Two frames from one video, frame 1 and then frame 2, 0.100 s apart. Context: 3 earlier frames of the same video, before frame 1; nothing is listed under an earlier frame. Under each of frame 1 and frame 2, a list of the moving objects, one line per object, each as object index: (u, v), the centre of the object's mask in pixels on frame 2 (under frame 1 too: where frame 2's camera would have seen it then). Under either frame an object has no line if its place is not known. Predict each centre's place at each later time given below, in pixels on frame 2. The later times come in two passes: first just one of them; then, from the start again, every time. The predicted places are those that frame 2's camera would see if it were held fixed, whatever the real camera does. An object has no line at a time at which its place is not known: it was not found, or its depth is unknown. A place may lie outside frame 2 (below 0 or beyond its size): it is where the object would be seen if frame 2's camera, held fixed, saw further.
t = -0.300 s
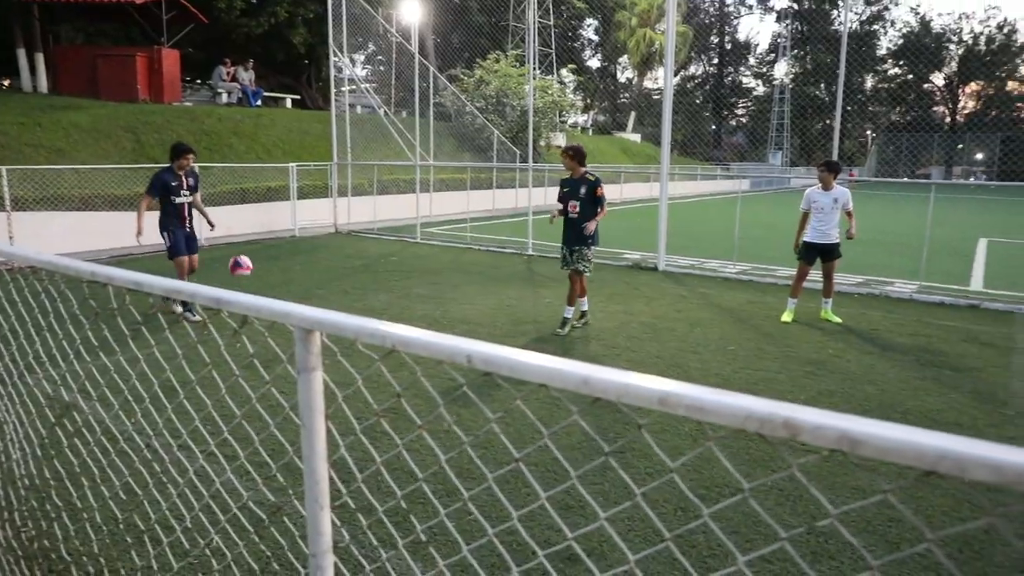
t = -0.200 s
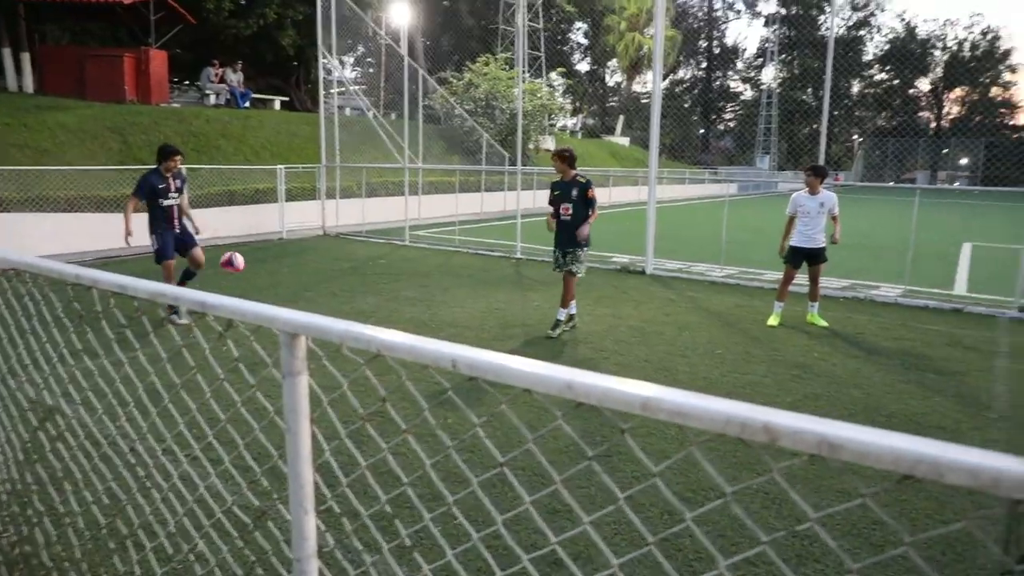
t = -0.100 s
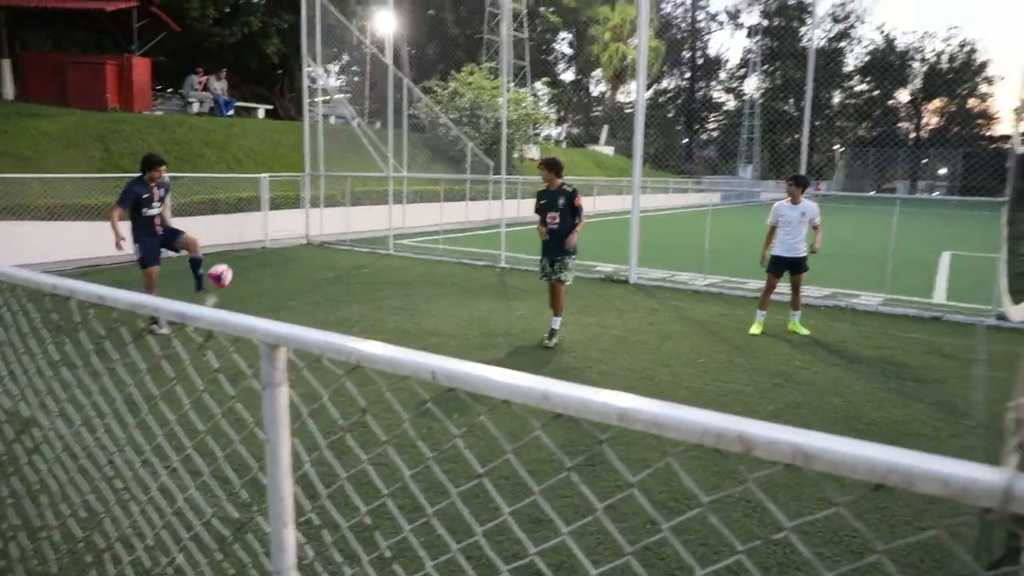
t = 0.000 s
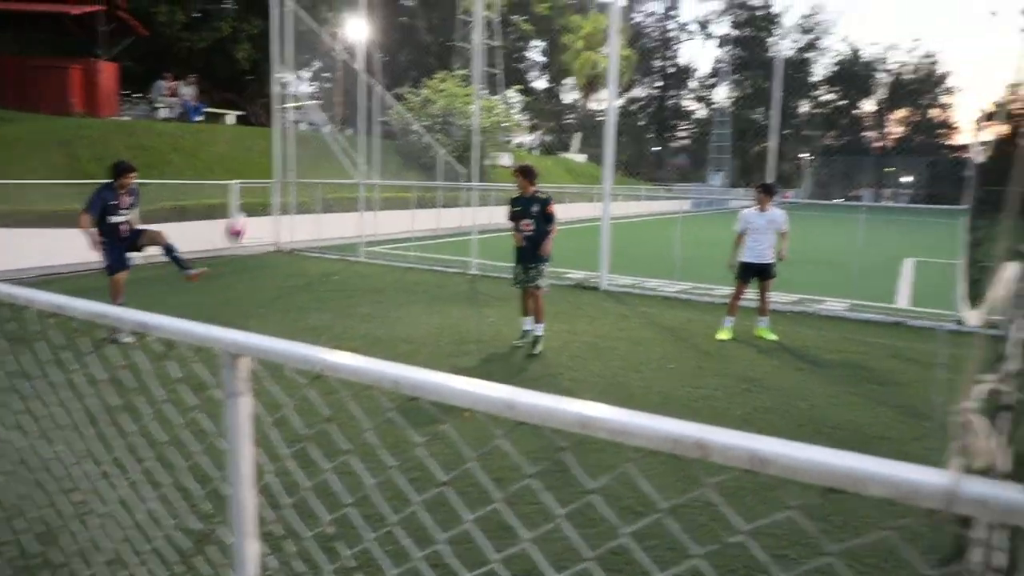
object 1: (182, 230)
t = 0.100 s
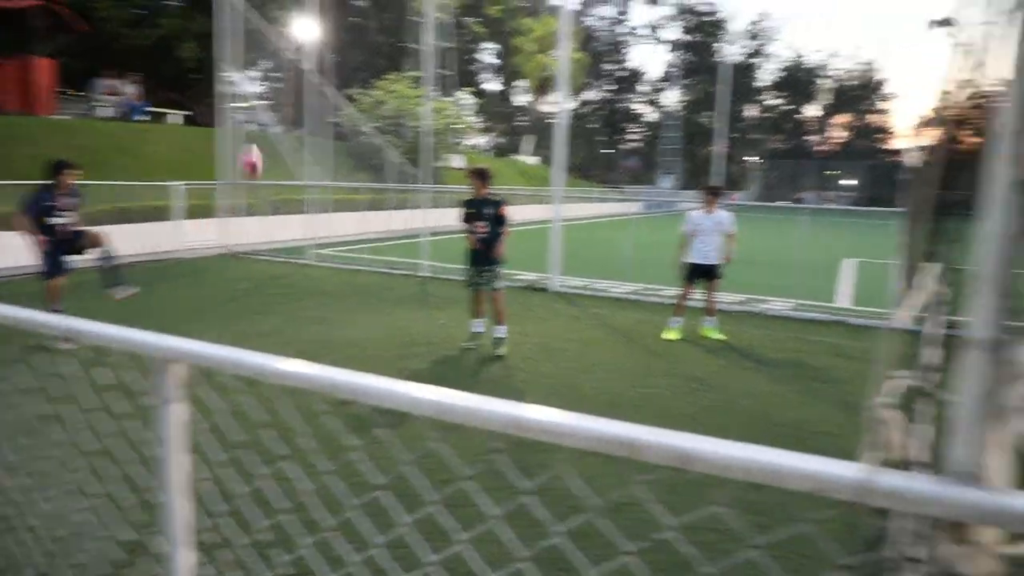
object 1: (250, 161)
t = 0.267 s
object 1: (370, 64)
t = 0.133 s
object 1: (274, 140)
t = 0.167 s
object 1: (297, 120)
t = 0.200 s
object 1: (321, 100)
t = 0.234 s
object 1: (346, 82)
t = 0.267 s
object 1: (370, 64)
